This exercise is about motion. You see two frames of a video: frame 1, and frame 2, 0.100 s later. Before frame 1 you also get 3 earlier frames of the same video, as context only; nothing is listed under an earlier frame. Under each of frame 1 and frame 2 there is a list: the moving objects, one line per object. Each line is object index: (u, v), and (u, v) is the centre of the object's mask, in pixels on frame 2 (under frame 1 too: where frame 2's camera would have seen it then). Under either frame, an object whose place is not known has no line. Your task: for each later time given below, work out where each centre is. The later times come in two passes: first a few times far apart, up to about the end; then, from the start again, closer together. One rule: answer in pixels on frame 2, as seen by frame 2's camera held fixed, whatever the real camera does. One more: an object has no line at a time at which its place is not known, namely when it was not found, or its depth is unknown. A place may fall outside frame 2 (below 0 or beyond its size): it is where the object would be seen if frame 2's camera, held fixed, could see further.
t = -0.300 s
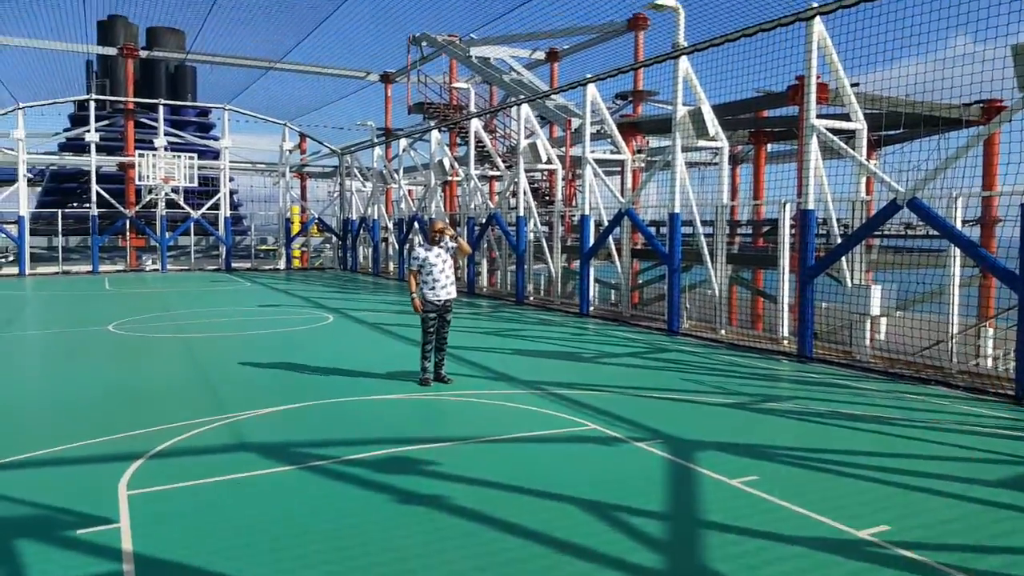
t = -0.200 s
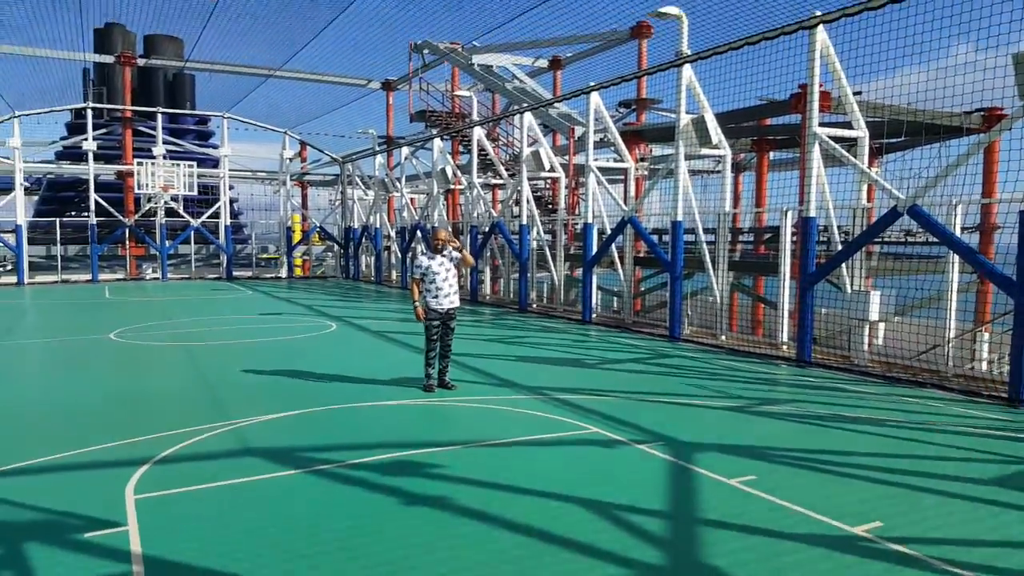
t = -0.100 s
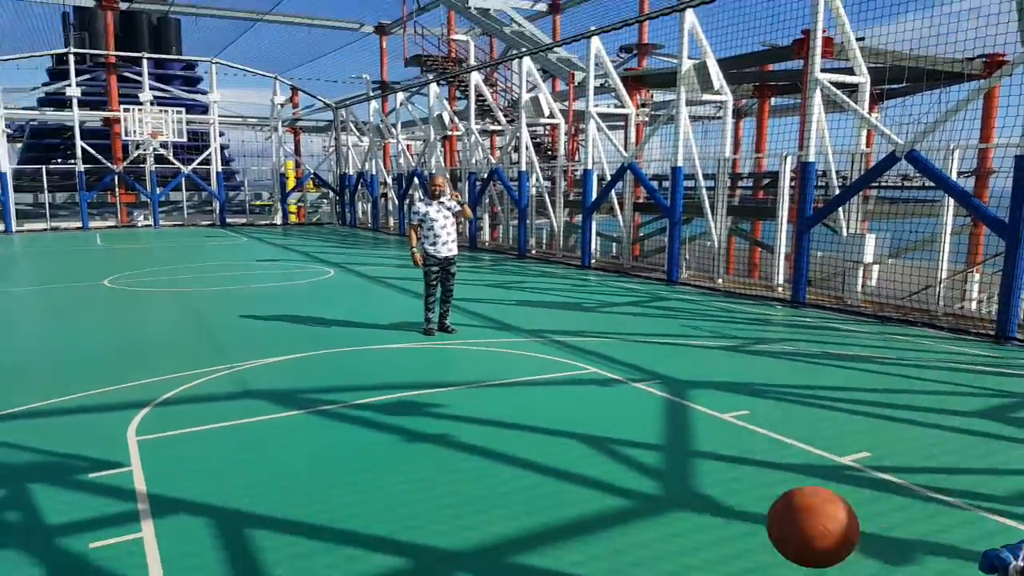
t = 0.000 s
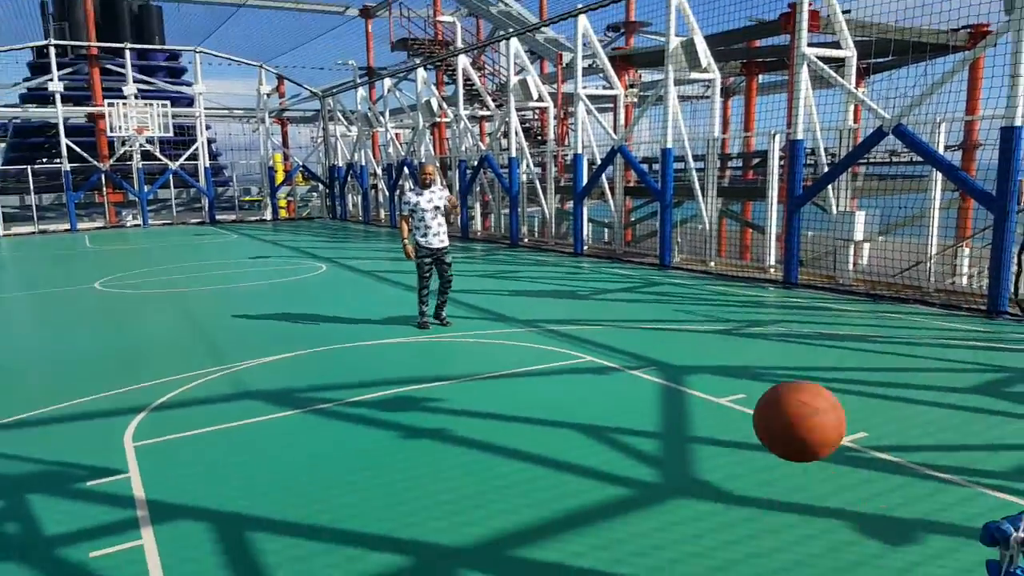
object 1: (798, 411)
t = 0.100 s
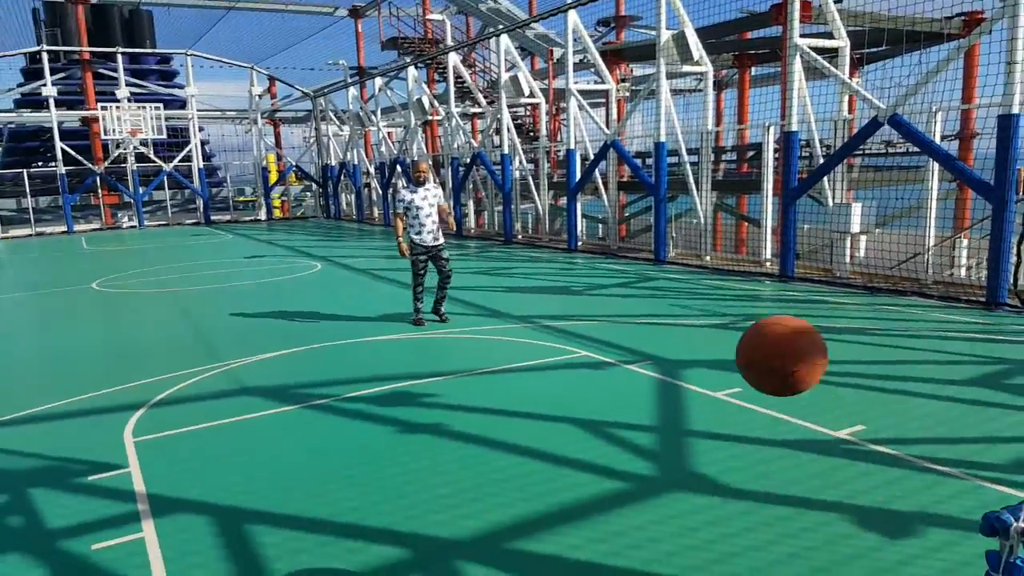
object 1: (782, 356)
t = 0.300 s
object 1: (750, 336)
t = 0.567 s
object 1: (711, 496)
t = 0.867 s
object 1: (679, 426)
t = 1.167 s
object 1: (657, 370)
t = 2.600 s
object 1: (586, 424)
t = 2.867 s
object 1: (579, 439)
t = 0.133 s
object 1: (777, 344)
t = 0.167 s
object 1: (771, 336)
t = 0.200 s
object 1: (766, 331)
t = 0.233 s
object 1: (761, 330)
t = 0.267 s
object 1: (756, 331)
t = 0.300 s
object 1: (750, 336)
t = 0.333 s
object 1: (745, 344)
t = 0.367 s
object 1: (739, 356)
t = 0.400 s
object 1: (734, 372)
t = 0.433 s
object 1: (729, 391)
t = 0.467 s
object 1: (724, 413)
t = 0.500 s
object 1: (720, 438)
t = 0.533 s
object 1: (714, 466)
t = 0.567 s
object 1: (711, 496)
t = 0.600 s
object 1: (706, 530)
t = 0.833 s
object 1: (680, 446)
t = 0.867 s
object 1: (679, 426)
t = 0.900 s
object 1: (676, 409)
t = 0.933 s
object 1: (672, 395)
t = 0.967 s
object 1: (668, 382)
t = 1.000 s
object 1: (665, 373)
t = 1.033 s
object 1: (663, 368)
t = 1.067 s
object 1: (661, 366)
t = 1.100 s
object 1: (660, 364)
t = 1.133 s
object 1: (659, 365)
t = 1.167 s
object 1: (657, 370)
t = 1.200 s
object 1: (655, 378)
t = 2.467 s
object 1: (590, 409)
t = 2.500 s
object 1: (589, 410)
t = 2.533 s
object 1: (588, 414)
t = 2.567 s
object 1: (587, 418)
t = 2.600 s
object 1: (586, 424)
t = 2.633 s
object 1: (584, 432)
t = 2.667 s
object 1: (584, 443)
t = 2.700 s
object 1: (583, 456)
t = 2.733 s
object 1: (582, 471)
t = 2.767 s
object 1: (581, 473)
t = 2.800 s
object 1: (581, 459)
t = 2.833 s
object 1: (580, 448)
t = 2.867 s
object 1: (579, 439)
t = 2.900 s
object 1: (579, 432)
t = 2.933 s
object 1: (579, 427)
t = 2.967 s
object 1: (578, 423)
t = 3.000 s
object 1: (577, 423)
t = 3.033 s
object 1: (576, 424)
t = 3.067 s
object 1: (576, 427)
